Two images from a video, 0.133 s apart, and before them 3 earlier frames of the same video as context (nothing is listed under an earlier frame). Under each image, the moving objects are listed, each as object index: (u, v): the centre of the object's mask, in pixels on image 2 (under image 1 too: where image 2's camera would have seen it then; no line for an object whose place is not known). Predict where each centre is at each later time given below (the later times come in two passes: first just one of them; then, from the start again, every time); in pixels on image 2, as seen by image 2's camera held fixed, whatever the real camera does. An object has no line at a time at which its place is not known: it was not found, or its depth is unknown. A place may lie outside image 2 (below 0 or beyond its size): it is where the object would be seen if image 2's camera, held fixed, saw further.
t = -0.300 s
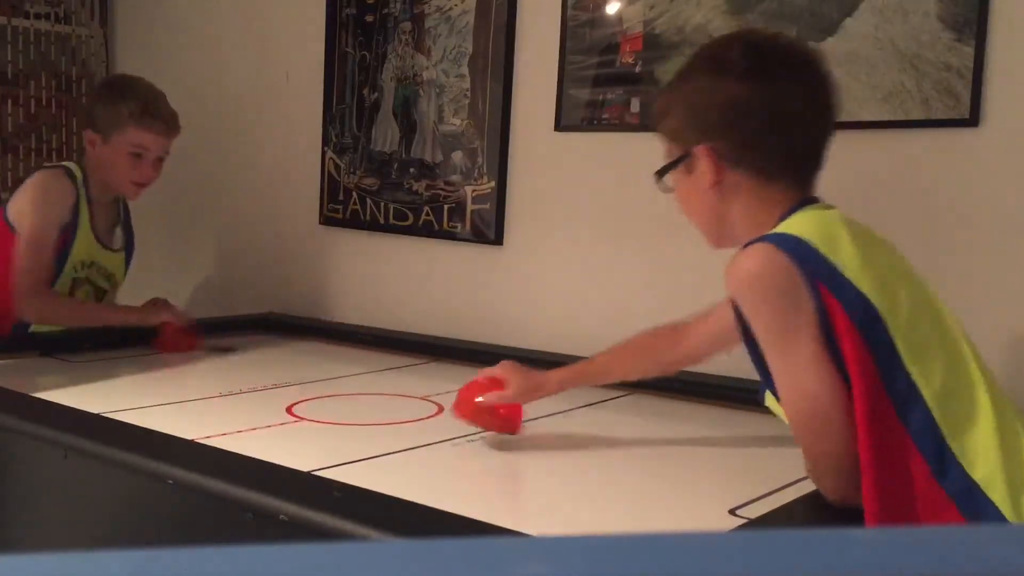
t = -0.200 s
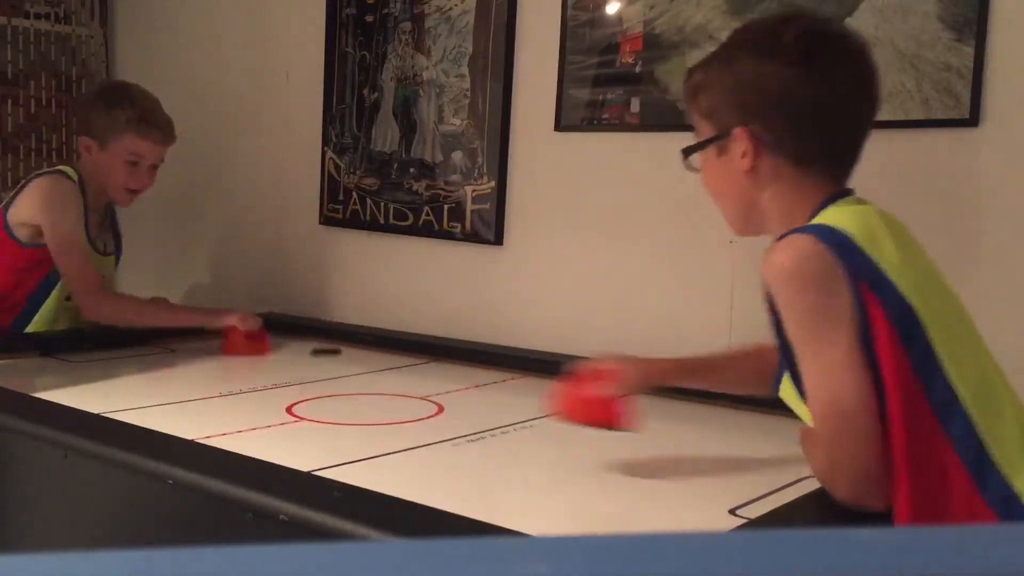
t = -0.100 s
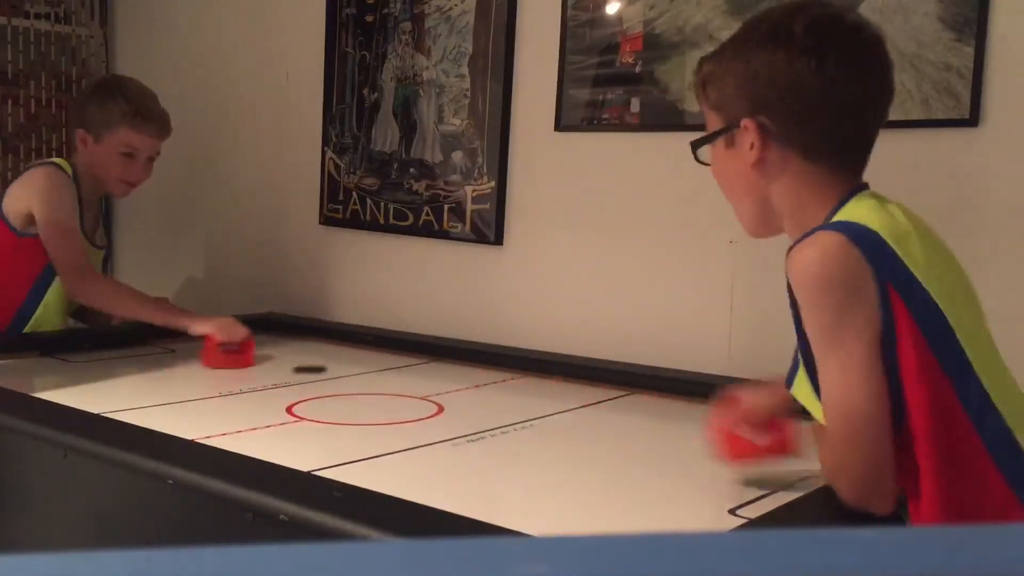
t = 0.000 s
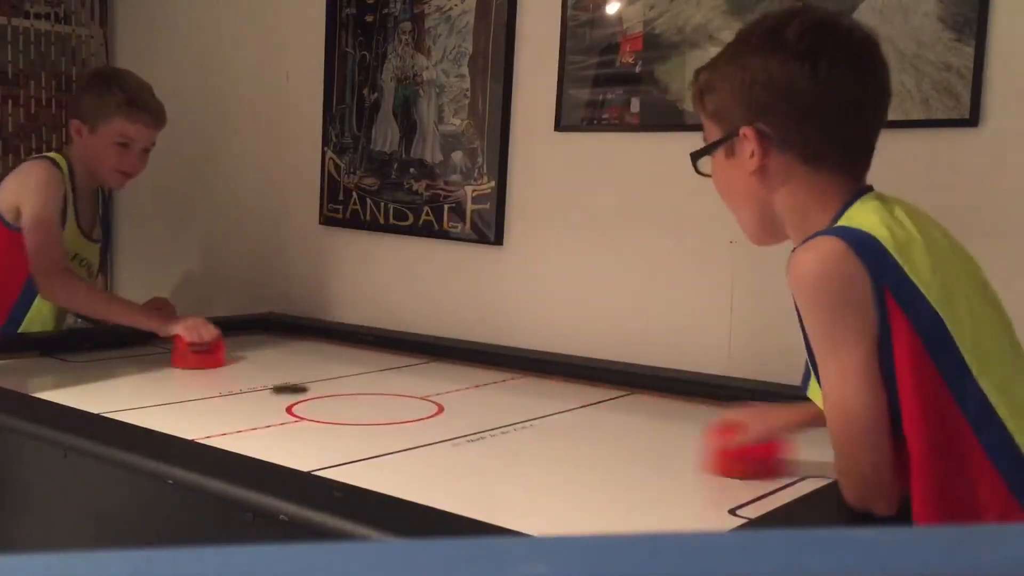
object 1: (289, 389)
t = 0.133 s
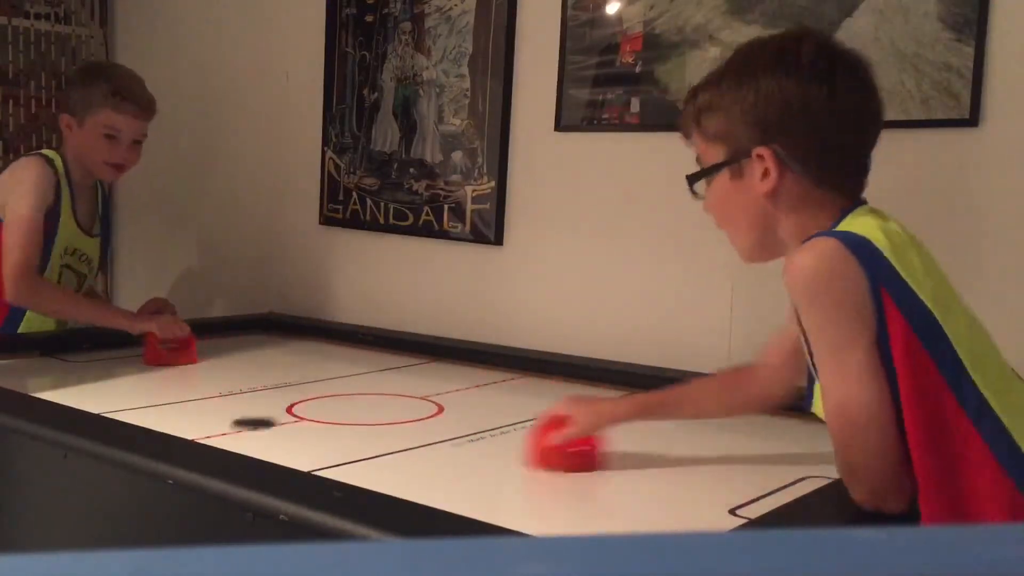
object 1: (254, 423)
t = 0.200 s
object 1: (232, 443)
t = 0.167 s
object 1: (243, 432)
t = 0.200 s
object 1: (232, 443)
